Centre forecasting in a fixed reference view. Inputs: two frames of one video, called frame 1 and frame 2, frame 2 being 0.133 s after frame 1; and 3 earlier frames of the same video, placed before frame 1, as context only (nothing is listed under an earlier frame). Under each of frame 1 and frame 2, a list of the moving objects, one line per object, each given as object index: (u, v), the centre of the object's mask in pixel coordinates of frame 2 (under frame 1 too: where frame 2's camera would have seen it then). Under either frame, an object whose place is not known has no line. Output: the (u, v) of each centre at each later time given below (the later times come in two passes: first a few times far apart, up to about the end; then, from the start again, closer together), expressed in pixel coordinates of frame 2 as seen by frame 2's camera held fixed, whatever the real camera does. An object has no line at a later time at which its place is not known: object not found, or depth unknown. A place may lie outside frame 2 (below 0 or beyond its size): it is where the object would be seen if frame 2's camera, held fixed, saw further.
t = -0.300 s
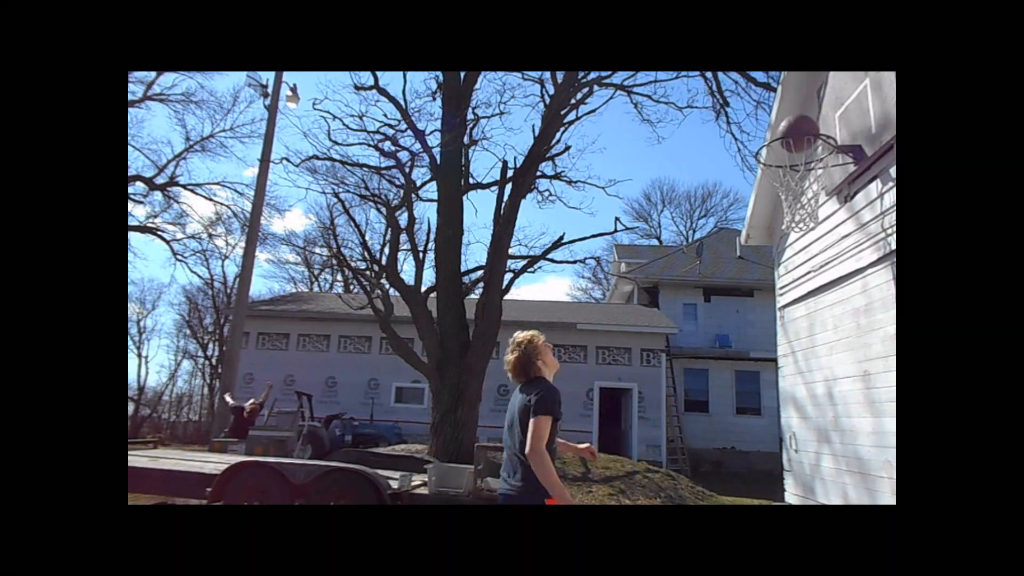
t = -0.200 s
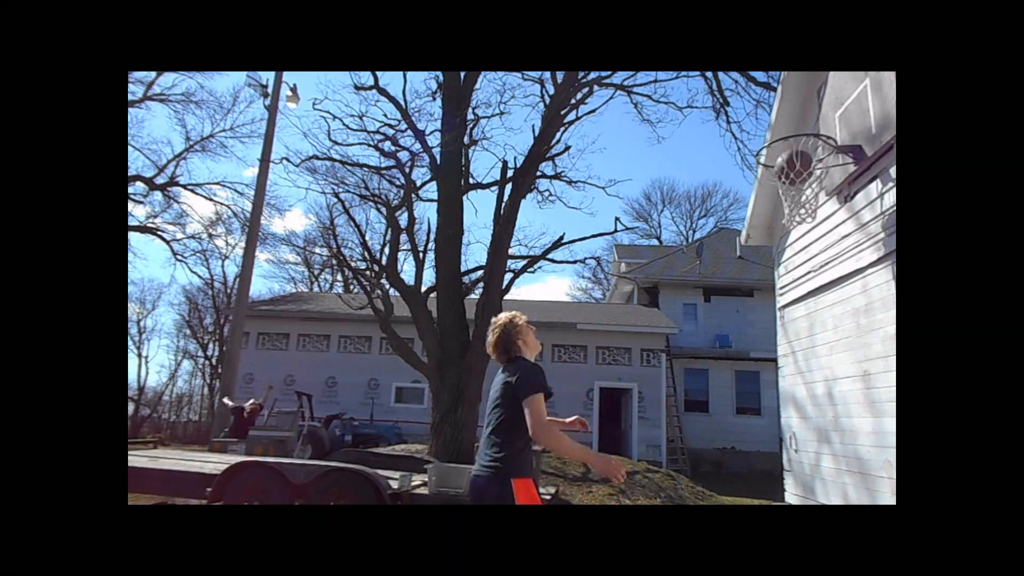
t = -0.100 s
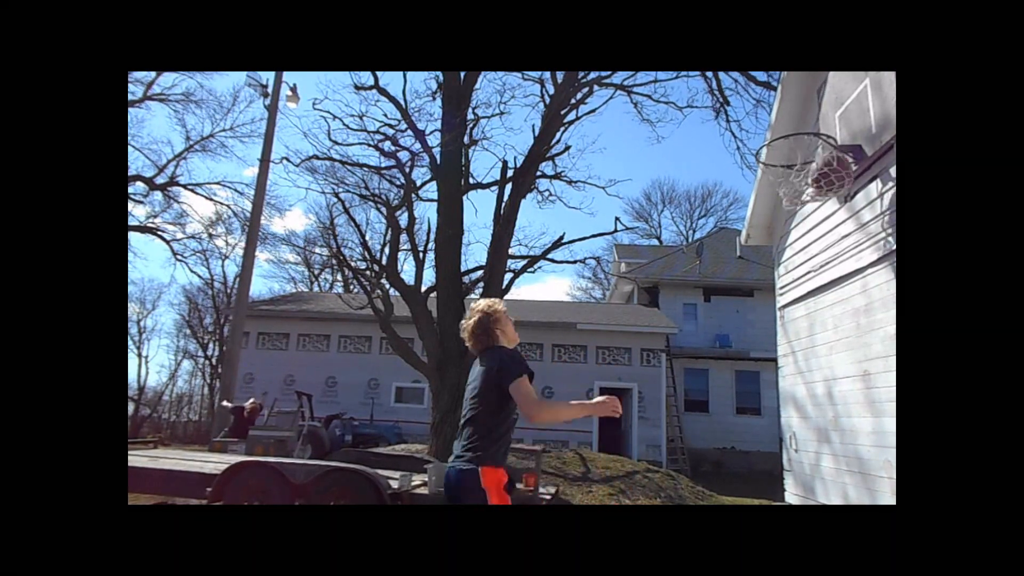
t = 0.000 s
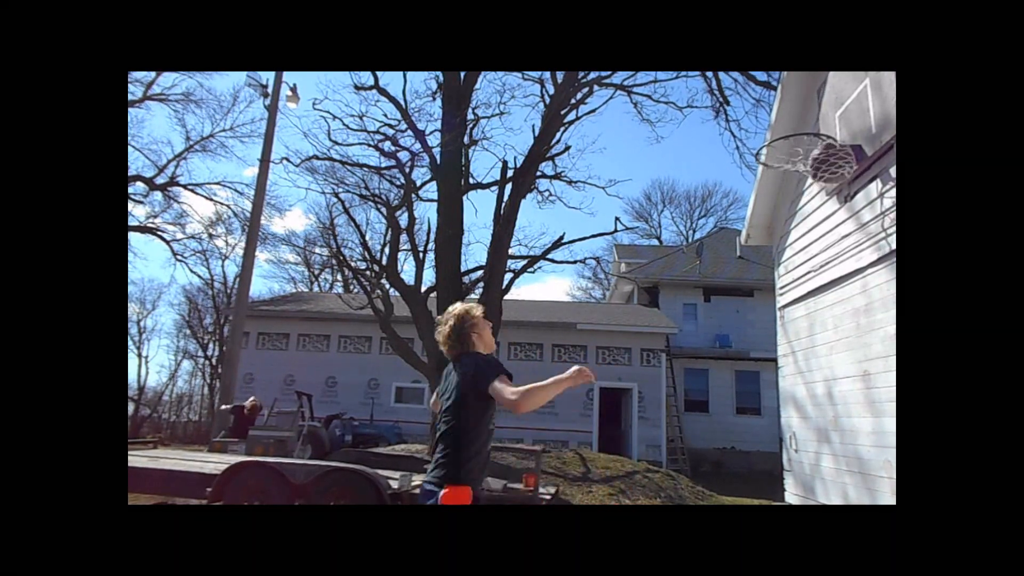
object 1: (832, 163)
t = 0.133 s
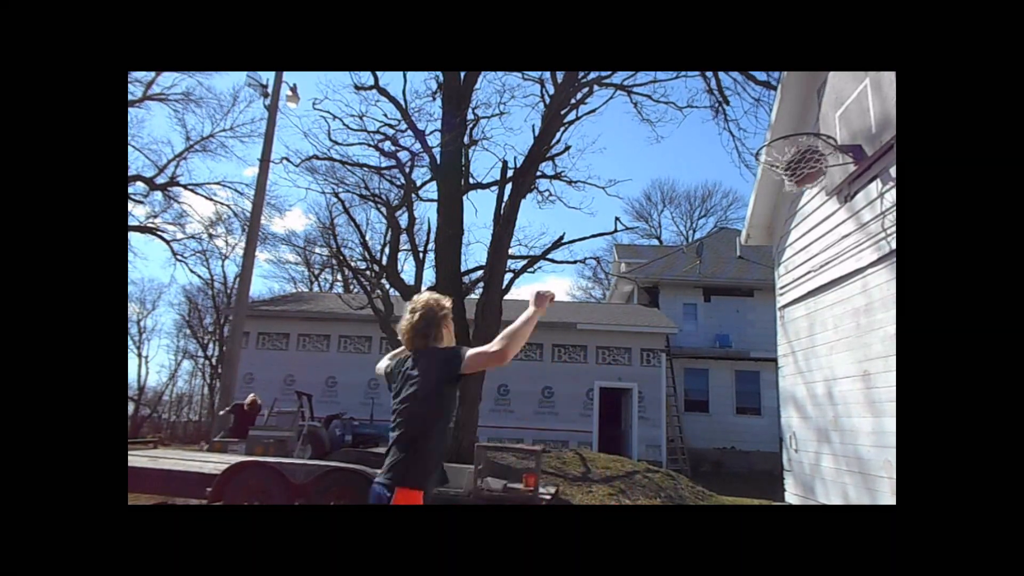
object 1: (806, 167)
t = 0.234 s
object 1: (786, 184)
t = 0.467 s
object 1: (777, 252)
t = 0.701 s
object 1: (780, 386)
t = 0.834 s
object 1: (783, 492)
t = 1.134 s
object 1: (767, 476)
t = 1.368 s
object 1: (746, 364)
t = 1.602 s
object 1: (729, 333)
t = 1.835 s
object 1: (714, 369)
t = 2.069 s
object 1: (703, 478)
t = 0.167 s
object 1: (799, 172)
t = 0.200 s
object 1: (791, 177)
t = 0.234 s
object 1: (786, 184)
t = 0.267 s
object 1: (782, 191)
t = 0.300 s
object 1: (780, 199)
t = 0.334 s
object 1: (778, 207)
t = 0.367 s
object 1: (778, 217)
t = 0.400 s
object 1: (776, 227)
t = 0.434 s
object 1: (777, 238)
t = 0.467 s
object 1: (777, 252)
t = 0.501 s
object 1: (777, 267)
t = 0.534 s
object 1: (777, 283)
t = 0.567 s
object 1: (778, 301)
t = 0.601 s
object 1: (778, 320)
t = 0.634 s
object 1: (779, 340)
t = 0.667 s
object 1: (780, 362)
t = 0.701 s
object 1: (780, 386)
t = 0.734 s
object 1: (781, 410)
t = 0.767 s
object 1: (782, 437)
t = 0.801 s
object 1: (782, 466)
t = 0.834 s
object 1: (783, 492)
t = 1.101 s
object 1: (770, 494)
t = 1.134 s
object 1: (767, 476)
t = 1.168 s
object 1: (764, 454)
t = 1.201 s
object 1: (759, 434)
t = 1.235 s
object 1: (758, 417)
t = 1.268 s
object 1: (754, 401)
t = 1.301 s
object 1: (751, 387)
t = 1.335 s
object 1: (749, 375)
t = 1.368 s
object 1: (746, 364)
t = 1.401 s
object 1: (743, 355)
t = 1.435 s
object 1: (741, 348)
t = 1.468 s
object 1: (738, 342)
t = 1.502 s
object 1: (736, 337)
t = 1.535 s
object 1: (733, 334)
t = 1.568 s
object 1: (732, 333)
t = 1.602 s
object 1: (729, 333)
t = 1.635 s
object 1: (727, 333)
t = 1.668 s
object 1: (725, 336)
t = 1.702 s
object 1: (723, 340)
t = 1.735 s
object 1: (721, 345)
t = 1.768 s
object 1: (719, 351)
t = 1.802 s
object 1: (717, 360)
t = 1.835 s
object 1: (714, 369)
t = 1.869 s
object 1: (712, 380)
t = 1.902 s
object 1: (710, 393)
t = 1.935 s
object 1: (709, 407)
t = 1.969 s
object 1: (708, 422)
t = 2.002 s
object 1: (705, 438)
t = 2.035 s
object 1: (704, 458)
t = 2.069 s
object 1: (703, 478)
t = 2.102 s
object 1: (700, 495)
